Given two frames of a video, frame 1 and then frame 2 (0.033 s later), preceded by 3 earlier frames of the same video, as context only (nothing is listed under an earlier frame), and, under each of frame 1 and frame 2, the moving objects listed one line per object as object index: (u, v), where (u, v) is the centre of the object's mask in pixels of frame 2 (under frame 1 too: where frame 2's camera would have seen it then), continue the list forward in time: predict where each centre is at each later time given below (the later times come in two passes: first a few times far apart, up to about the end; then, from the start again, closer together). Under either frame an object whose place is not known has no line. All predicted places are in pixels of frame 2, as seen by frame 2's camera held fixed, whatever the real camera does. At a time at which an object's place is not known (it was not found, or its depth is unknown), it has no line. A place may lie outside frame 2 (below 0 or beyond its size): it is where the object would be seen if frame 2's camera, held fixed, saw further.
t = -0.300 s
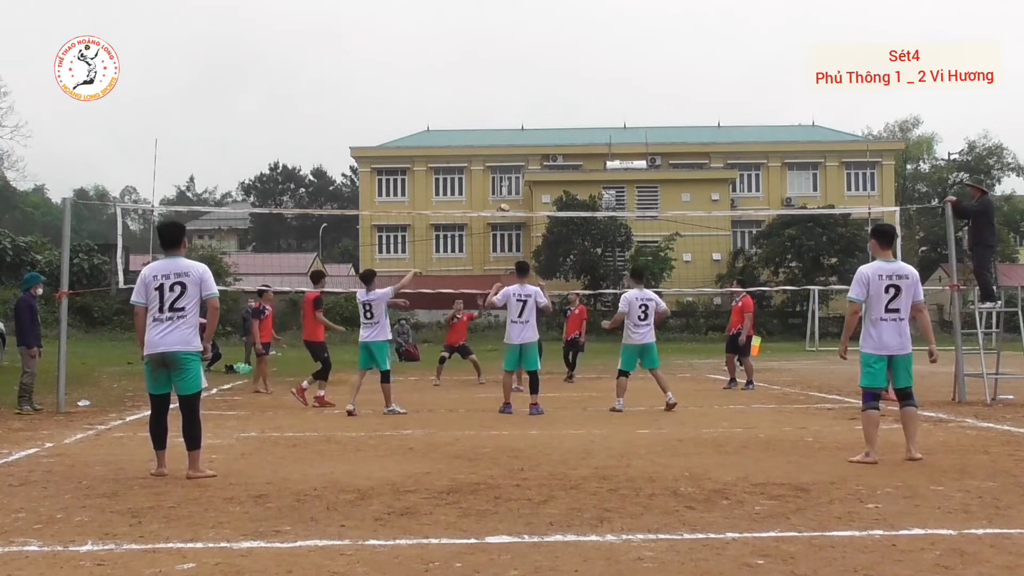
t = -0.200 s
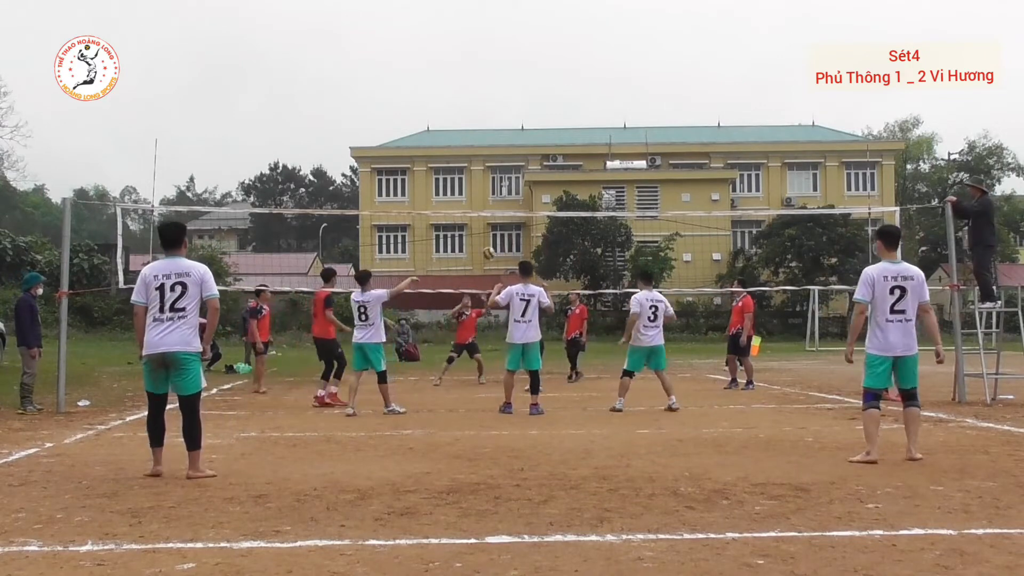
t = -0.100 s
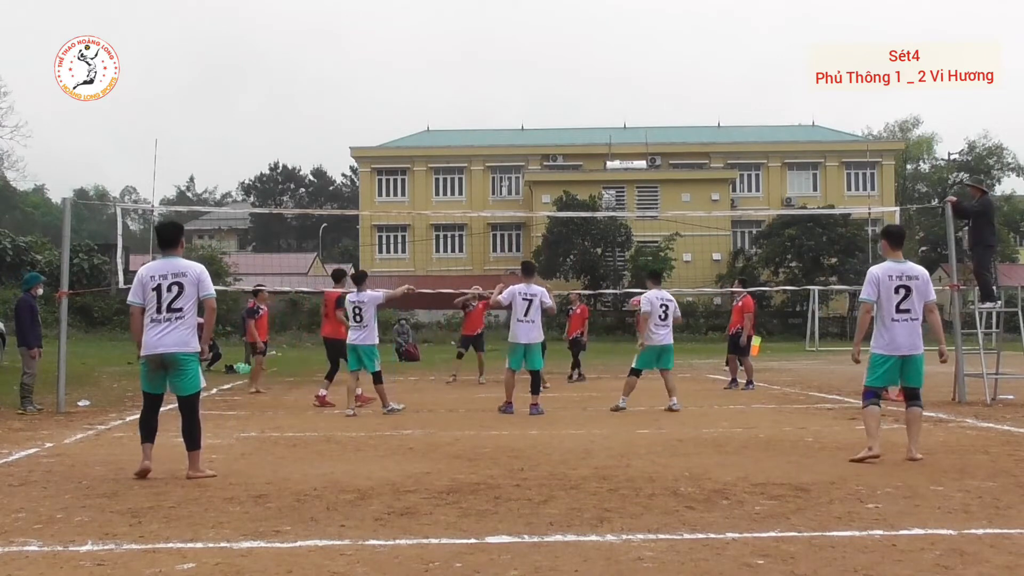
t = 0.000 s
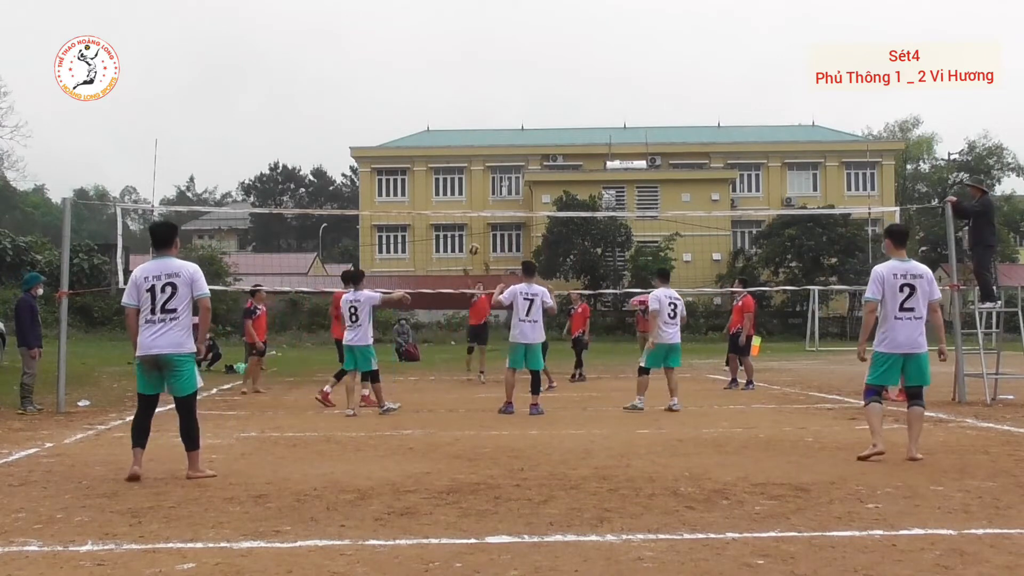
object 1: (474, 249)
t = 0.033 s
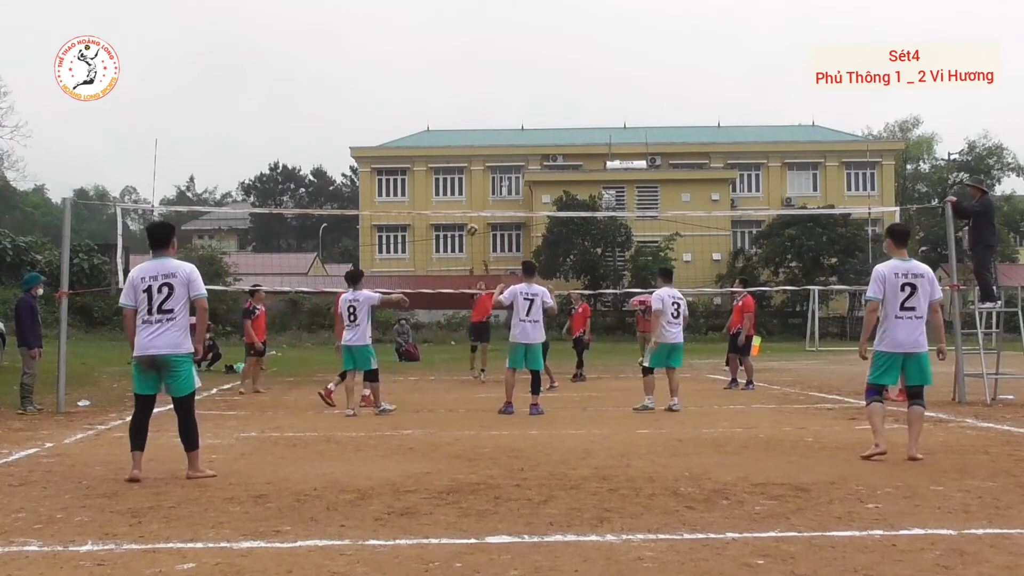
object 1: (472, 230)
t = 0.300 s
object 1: (461, 124)
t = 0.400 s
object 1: (455, 83)
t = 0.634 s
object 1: (445, 40)
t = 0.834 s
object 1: (437, 25)
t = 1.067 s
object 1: (427, 38)
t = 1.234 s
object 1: (420, 67)
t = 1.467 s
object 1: (410, 143)
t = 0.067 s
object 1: (471, 222)
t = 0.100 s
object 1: (470, 202)
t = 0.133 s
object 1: (468, 185)
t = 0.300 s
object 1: (461, 124)
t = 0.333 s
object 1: (459, 111)
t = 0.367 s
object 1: (457, 94)
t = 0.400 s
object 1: (455, 83)
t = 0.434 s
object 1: (454, 78)
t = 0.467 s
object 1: (452, 69)
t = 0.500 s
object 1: (450, 60)
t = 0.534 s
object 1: (450, 56)
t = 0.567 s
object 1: (448, 49)
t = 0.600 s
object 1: (446, 43)
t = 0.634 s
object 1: (445, 40)
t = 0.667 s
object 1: (444, 35)
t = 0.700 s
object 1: (442, 31)
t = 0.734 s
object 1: (441, 30)
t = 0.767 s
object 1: (440, 27)
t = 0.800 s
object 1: (438, 25)
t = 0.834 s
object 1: (437, 25)
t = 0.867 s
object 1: (436, 24)
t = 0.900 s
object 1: (434, 25)
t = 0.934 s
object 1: (433, 26)
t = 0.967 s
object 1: (431, 28)
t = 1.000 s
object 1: (430, 32)
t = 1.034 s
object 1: (429, 33)
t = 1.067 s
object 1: (427, 38)
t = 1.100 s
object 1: (425, 44)
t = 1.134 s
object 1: (425, 47)
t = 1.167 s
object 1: (423, 54)
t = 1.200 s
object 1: (421, 63)
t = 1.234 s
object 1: (420, 67)
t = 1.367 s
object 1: (414, 107)
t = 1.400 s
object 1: (413, 120)
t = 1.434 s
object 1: (412, 127)
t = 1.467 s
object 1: (410, 143)
